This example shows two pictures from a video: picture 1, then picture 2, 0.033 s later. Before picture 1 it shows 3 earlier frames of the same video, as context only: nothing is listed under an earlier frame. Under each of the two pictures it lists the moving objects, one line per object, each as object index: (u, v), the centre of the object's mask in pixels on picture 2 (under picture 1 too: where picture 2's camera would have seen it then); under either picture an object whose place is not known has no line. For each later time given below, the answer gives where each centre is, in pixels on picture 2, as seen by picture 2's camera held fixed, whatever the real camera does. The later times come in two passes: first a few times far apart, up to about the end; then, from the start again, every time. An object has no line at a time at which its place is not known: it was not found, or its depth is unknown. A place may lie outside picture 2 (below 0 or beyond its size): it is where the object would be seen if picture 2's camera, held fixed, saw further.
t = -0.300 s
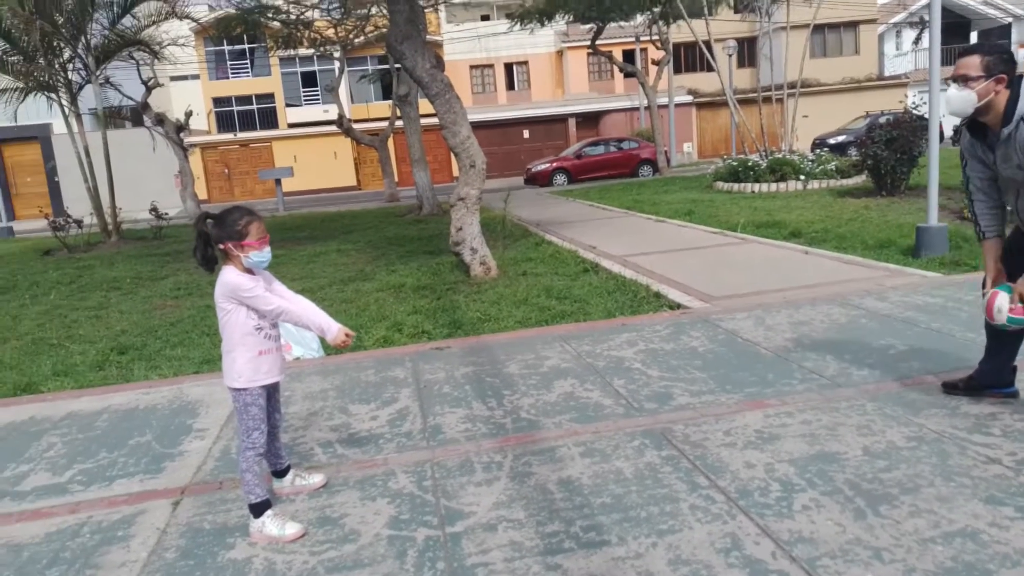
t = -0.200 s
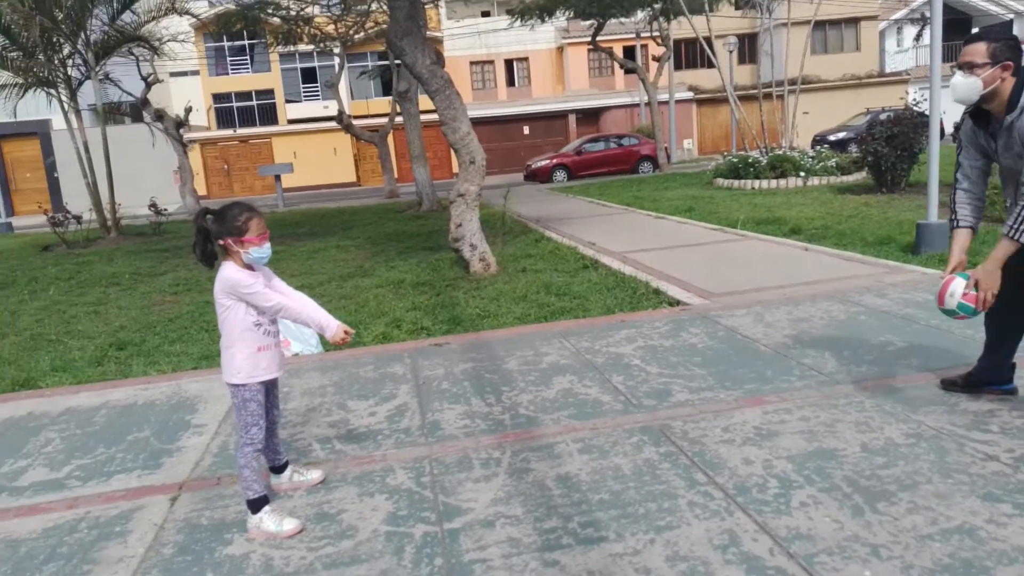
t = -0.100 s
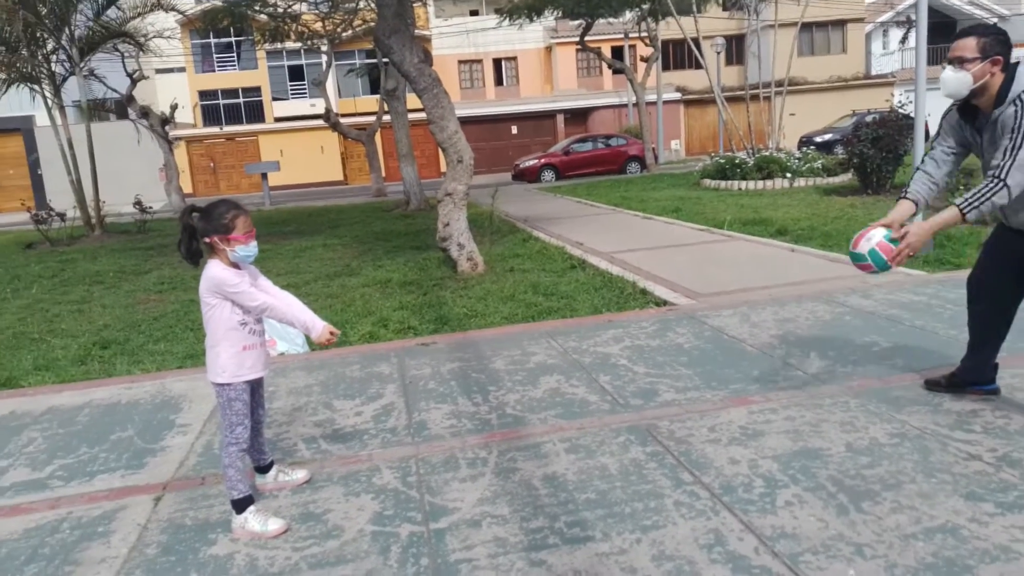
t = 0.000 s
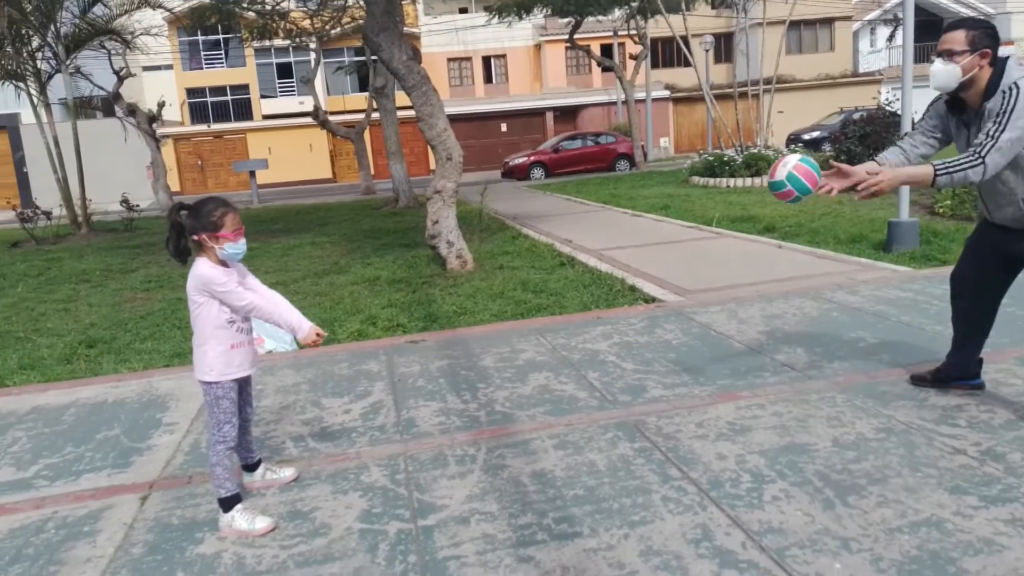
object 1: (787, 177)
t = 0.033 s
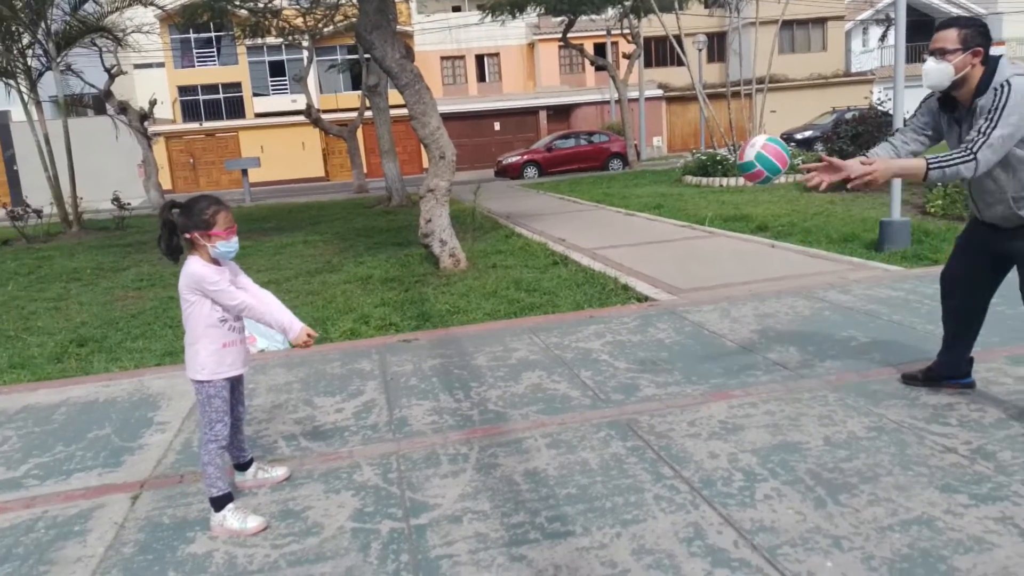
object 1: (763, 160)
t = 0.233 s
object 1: (616, 108)
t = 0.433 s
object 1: (472, 167)
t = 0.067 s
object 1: (739, 144)
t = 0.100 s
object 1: (715, 130)
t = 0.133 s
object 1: (691, 120)
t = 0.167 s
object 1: (666, 112)
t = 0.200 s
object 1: (642, 109)
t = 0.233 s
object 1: (616, 108)
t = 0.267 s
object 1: (592, 109)
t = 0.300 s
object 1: (568, 115)
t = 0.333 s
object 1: (544, 123)
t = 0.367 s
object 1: (519, 133)
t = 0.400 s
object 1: (495, 149)
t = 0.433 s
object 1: (472, 167)
